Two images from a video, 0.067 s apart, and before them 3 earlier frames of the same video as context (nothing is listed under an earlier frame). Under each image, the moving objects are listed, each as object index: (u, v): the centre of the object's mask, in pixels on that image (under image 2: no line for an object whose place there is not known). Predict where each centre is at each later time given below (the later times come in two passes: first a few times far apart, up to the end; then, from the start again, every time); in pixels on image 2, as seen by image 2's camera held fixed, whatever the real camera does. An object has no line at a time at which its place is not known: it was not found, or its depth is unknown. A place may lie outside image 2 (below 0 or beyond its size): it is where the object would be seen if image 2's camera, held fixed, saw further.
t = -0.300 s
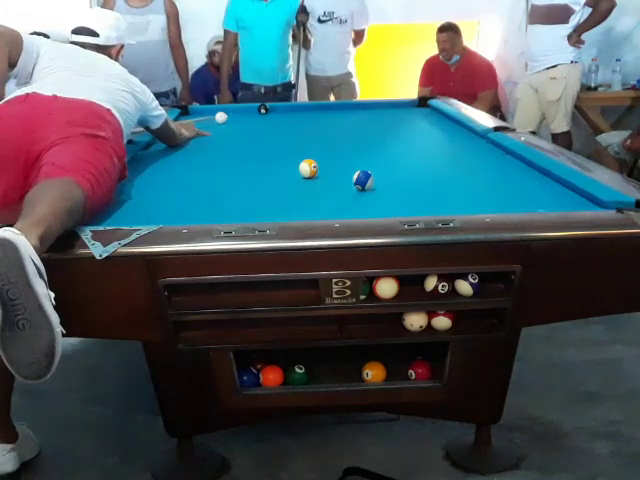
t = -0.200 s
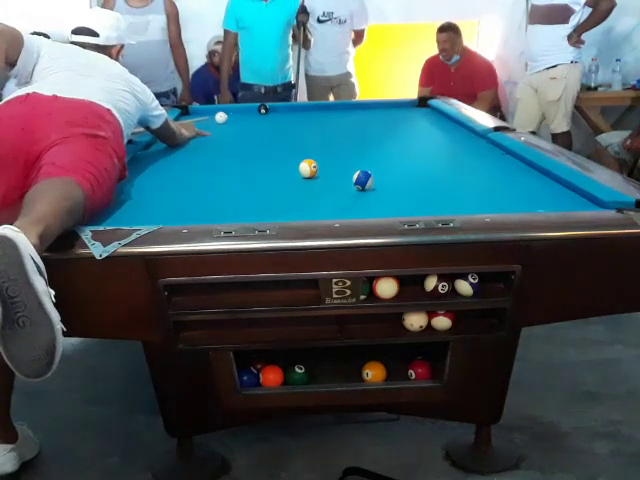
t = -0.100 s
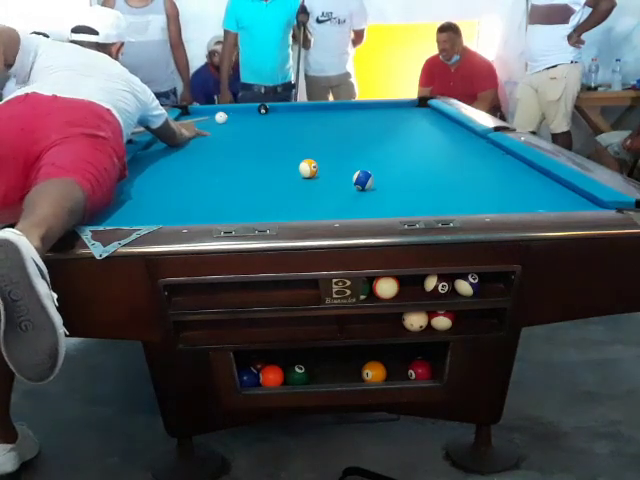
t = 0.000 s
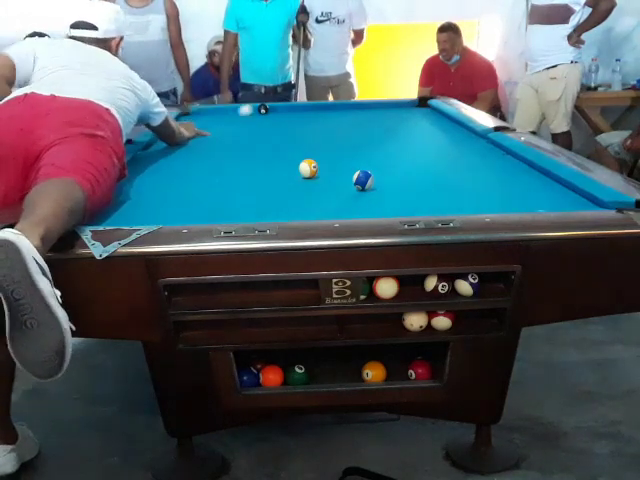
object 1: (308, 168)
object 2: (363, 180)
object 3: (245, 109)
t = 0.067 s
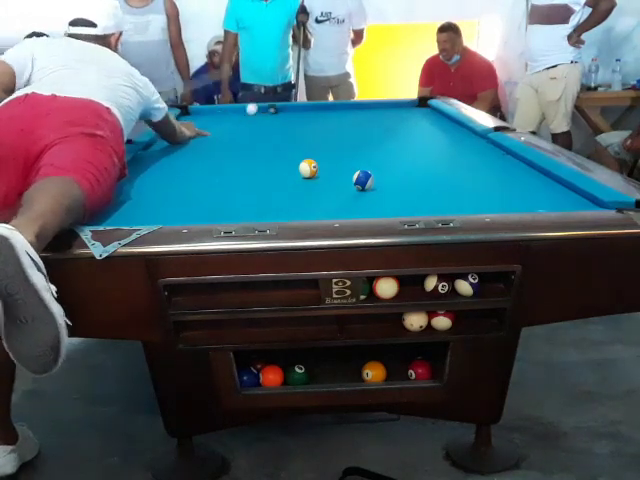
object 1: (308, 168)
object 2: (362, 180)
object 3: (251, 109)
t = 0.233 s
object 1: (308, 168)
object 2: (362, 180)
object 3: (254, 117)
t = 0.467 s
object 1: (308, 168)
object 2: (362, 180)
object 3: (265, 130)
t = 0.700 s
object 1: (308, 168)
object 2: (362, 180)
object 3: (280, 148)
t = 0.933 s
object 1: (328, 172)
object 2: (363, 180)
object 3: (282, 169)
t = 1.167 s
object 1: (367, 176)
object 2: (390, 188)
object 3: (236, 186)
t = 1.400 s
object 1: (391, 176)
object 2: (430, 199)
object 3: (184, 206)
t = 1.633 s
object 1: (413, 177)
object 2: (473, 206)
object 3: (130, 217)
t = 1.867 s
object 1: (434, 177)
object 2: (486, 202)
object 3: (112, 207)
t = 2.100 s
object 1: (453, 178)
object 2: (493, 195)
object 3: (98, 195)
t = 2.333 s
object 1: (470, 178)
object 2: (499, 186)
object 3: (123, 185)
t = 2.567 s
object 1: (483, 178)
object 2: (506, 180)
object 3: (145, 176)
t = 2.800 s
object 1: (484, 177)
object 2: (523, 175)
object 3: (165, 168)
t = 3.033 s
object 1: (484, 177)
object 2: (532, 171)
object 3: (182, 162)
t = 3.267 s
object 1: (484, 177)
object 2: (515, 169)
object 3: (197, 156)
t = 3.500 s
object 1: (483, 177)
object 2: (501, 167)
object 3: (211, 151)
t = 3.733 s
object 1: (483, 177)
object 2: (489, 163)
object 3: (223, 147)
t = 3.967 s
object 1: (484, 177)
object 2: (477, 162)
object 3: (234, 142)
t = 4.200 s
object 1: (483, 177)
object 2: (469, 163)
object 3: (243, 139)
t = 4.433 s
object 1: (484, 177)
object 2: (462, 162)
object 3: (252, 135)
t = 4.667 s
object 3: (260, 133)
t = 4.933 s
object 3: (269, 130)
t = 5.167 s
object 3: (275, 127)
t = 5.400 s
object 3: (281, 125)
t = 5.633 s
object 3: (287, 123)
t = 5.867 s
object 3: (291, 122)
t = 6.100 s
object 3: (295, 120)
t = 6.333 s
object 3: (299, 119)
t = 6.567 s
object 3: (303, 118)
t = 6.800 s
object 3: (306, 117)
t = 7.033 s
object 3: (308, 116)
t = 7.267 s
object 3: (310, 115)
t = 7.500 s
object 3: (311, 114)
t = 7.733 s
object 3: (312, 114)
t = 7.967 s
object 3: (313, 114)
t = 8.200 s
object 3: (314, 113)
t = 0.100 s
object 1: (308, 168)
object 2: (363, 180)
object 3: (251, 110)
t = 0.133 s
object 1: (308, 168)
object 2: (362, 180)
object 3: (251, 112)
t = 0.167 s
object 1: (308, 168)
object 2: (362, 180)
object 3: (252, 114)
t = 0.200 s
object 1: (308, 168)
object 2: (362, 180)
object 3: (253, 116)
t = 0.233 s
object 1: (308, 168)
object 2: (362, 180)
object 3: (254, 117)
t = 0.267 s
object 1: (308, 168)
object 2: (362, 180)
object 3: (255, 119)
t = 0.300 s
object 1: (308, 168)
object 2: (362, 180)
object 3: (257, 120)
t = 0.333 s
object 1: (308, 168)
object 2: (362, 180)
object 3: (258, 122)
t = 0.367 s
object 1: (308, 168)
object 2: (362, 180)
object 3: (260, 124)
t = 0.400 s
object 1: (308, 168)
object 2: (363, 180)
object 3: (262, 126)
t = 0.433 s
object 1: (308, 168)
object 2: (362, 180)
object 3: (264, 128)
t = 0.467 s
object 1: (308, 168)
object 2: (362, 180)
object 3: (265, 130)
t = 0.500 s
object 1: (308, 168)
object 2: (362, 180)
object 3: (267, 133)
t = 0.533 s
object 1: (308, 168)
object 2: (362, 180)
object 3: (269, 135)
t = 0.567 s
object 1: (308, 168)
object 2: (363, 180)
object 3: (271, 137)
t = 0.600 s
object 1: (308, 168)
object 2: (362, 180)
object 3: (273, 140)
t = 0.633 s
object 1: (308, 168)
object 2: (362, 180)
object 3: (275, 142)
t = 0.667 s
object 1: (308, 168)
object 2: (362, 180)
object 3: (278, 145)
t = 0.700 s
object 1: (308, 168)
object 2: (362, 180)
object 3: (280, 148)
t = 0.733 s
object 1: (308, 168)
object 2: (362, 180)
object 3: (283, 151)
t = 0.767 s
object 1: (308, 168)
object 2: (362, 180)
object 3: (286, 154)
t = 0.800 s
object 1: (308, 168)
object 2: (362, 180)
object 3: (288, 158)
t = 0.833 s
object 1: (308, 168)
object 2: (362, 180)
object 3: (291, 161)
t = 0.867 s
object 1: (308, 168)
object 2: (362, 180)
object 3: (293, 164)
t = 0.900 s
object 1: (316, 169)
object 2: (362, 180)
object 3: (289, 167)
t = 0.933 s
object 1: (328, 172)
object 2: (363, 180)
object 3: (282, 169)
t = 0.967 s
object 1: (340, 174)
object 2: (363, 180)
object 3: (275, 171)
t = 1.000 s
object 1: (348, 175)
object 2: (363, 180)
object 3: (268, 173)
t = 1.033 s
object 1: (354, 176)
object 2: (369, 182)
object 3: (262, 176)
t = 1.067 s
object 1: (357, 175)
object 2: (374, 183)
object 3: (256, 178)
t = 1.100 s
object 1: (360, 176)
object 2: (380, 185)
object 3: (250, 181)
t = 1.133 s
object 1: (363, 176)
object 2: (385, 186)
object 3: (243, 183)
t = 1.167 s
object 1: (367, 176)
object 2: (390, 188)
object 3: (236, 186)
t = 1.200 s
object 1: (371, 176)
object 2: (397, 190)
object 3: (229, 189)
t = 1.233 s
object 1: (375, 176)
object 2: (402, 191)
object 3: (222, 191)
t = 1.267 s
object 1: (378, 176)
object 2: (408, 192)
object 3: (215, 194)
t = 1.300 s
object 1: (381, 176)
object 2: (414, 196)
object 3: (207, 197)
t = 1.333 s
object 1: (385, 176)
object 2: (419, 196)
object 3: (199, 200)
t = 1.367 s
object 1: (388, 176)
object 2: (424, 197)
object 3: (192, 203)
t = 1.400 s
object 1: (391, 176)
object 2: (430, 199)
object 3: (184, 206)
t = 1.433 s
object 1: (394, 176)
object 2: (437, 201)
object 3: (175, 209)
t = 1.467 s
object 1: (398, 176)
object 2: (443, 202)
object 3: (166, 212)
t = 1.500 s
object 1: (401, 176)
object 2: (449, 202)
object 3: (157, 214)
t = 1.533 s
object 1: (404, 177)
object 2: (456, 204)
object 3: (148, 216)
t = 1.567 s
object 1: (407, 177)
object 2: (461, 205)
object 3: (139, 218)
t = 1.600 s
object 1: (410, 177)
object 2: (467, 205)
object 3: (132, 218)
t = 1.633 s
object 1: (413, 177)
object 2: (473, 206)
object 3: (130, 217)
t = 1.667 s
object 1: (416, 177)
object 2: (480, 207)
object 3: (127, 216)
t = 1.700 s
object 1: (419, 177)
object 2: (481, 206)
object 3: (124, 215)
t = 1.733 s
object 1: (422, 177)
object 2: (483, 205)
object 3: (122, 214)
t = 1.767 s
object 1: (425, 177)
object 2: (483, 204)
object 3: (119, 212)
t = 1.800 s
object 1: (428, 177)
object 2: (485, 204)
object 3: (117, 211)
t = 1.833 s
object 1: (431, 177)
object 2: (486, 203)
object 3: (115, 209)
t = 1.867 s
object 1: (434, 177)
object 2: (486, 202)
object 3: (112, 207)
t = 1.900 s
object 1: (437, 177)
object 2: (487, 201)
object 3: (110, 205)
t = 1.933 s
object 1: (439, 177)
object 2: (489, 200)
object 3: (108, 203)
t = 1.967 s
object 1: (442, 177)
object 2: (490, 199)
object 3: (105, 201)
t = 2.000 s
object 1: (445, 177)
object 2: (490, 198)
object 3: (103, 199)
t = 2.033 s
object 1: (447, 177)
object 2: (492, 196)
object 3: (102, 198)
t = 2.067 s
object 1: (450, 178)
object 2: (492, 195)
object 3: (100, 196)
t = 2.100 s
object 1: (453, 178)
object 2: (493, 195)
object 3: (98, 195)
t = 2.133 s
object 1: (455, 177)
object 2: (494, 193)
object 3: (101, 193)
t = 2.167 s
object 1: (458, 178)
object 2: (495, 192)
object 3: (105, 192)
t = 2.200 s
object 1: (460, 178)
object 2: (496, 191)
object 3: (109, 190)
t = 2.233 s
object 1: (463, 178)
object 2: (497, 189)
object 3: (113, 189)
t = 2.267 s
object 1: (465, 178)
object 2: (498, 188)
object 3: (116, 187)
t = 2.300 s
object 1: (467, 178)
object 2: (498, 187)
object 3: (120, 186)
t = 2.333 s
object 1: (470, 178)
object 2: (499, 186)
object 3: (123, 185)
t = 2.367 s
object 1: (472, 178)
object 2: (500, 185)
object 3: (127, 183)
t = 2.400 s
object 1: (475, 178)
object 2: (501, 183)
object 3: (130, 182)
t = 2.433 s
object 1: (477, 178)
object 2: (501, 182)
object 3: (133, 181)
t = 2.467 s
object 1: (479, 178)
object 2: (502, 181)
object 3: (136, 179)
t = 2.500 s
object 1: (481, 178)
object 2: (503, 181)
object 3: (139, 178)
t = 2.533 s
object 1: (482, 178)
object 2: (504, 180)
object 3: (142, 177)
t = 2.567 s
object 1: (483, 178)
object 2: (506, 180)
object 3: (145, 176)
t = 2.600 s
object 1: (483, 178)
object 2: (509, 178)
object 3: (149, 175)
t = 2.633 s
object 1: (483, 178)
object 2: (512, 177)
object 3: (152, 174)
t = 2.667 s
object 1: (483, 178)
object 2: (514, 177)
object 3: (154, 172)
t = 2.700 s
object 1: (483, 178)
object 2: (517, 176)
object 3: (157, 171)
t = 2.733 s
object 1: (484, 177)
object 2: (519, 175)
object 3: (160, 170)
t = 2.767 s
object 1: (484, 177)
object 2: (521, 175)
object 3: (162, 169)
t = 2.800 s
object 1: (484, 177)
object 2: (523, 175)
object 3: (165, 168)
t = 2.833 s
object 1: (484, 177)
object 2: (526, 173)
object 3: (168, 167)
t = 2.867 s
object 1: (484, 177)
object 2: (528, 173)
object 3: (170, 167)
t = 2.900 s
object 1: (484, 177)
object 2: (530, 172)
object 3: (173, 166)
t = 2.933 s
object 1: (484, 177)
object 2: (533, 171)
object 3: (175, 165)
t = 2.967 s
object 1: (484, 177)
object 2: (535, 171)
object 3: (177, 164)
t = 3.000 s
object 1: (484, 177)
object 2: (534, 171)
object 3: (180, 163)
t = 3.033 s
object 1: (484, 177)
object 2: (532, 171)
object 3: (182, 162)
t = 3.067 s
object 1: (484, 177)
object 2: (530, 170)
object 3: (184, 161)
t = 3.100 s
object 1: (484, 177)
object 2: (528, 169)
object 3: (187, 160)
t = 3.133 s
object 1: (484, 177)
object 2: (526, 170)
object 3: (189, 159)
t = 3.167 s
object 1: (484, 177)
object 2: (523, 169)
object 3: (191, 158)
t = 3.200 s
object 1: (484, 177)
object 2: (520, 169)
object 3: (193, 158)
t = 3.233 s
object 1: (484, 177)
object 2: (518, 169)
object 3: (195, 157)
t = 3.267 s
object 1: (484, 177)
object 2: (515, 169)
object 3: (197, 156)
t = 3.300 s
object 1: (484, 177)
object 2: (513, 169)
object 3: (199, 155)
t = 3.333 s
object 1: (484, 177)
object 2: (511, 168)
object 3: (201, 155)
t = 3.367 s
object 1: (484, 177)
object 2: (509, 167)
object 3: (203, 154)
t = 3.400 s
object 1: (484, 177)
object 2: (507, 167)
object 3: (205, 153)
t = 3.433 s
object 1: (484, 177)
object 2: (505, 167)
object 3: (207, 152)
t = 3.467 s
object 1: (483, 177)
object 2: (502, 167)
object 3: (209, 152)
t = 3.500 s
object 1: (483, 177)
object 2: (501, 167)
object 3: (211, 151)
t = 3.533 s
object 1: (483, 177)
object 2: (499, 167)
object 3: (212, 150)
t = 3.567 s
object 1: (483, 177)
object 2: (498, 166)
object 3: (214, 150)
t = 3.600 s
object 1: (483, 177)
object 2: (496, 166)
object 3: (216, 149)
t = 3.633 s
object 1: (483, 177)
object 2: (495, 165)
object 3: (218, 148)
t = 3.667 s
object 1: (483, 177)
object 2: (492, 165)
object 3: (219, 148)
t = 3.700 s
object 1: (483, 177)
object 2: (491, 164)
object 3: (221, 147)
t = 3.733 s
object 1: (483, 177)
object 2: (489, 163)
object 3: (223, 147)
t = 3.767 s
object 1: (483, 177)
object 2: (488, 163)
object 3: (224, 146)
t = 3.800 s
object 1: (483, 177)
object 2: (485, 162)
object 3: (226, 145)
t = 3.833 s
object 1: (483, 177)
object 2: (483, 162)
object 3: (227, 145)
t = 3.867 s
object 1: (483, 177)
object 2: (481, 162)
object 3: (229, 144)
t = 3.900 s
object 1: (483, 177)
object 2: (480, 162)
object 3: (230, 144)
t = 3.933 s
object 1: (484, 177)
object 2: (478, 162)
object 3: (232, 143)
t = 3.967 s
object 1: (484, 177)
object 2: (477, 162)
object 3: (234, 142)
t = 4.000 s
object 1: (483, 177)
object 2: (475, 162)
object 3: (235, 142)
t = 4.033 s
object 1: (483, 177)
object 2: (474, 163)
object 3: (236, 142)
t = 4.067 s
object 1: (484, 177)
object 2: (473, 163)
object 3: (238, 141)
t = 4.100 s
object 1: (483, 177)
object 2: (472, 163)
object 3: (239, 140)
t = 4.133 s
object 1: (483, 177)
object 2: (470, 163)
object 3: (241, 140)
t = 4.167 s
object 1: (483, 177)
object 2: (470, 163)
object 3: (242, 139)
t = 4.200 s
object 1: (483, 177)
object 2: (469, 163)
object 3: (243, 139)
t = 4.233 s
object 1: (483, 177)
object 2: (467, 163)
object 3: (245, 138)
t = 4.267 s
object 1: (483, 177)
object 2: (467, 163)
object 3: (246, 138)
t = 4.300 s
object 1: (483, 177)
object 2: (465, 163)
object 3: (247, 138)
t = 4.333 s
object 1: (483, 177)
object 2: (464, 163)
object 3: (248, 137)
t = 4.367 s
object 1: (483, 177)
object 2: (463, 162)
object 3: (250, 137)
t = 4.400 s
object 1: (483, 177)
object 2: (462, 163)
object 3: (251, 136)
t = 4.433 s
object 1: (484, 177)
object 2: (462, 162)
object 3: (252, 135)
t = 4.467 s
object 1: (483, 177)
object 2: (460, 162)
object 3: (253, 135)
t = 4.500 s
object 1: (483, 177)
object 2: (460, 162)
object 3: (255, 135)
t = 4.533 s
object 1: (483, 177)
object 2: (459, 162)
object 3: (256, 134)
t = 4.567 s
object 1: (483, 177)
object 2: (458, 162)
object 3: (257, 134)
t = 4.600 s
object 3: (258, 134)
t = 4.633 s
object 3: (259, 133)
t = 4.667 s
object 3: (260, 133)
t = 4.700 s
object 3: (261, 132)
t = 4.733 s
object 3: (262, 132)
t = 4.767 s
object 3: (264, 131)
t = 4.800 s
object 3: (264, 131)
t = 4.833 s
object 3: (266, 131)
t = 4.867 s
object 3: (267, 130)
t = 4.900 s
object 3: (268, 130)
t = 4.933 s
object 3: (269, 130)
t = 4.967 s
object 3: (270, 129)
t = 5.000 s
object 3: (271, 129)
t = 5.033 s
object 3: (272, 129)
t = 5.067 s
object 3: (272, 128)
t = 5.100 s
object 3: (274, 128)
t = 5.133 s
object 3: (274, 128)
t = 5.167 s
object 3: (275, 127)
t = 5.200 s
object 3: (276, 127)
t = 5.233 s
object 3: (277, 126)
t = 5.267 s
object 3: (278, 126)
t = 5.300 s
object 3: (279, 126)
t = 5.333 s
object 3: (280, 126)
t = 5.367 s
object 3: (280, 125)
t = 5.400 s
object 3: (281, 125)
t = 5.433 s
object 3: (282, 125)
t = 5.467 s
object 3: (283, 125)
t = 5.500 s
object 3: (284, 124)
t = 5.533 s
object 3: (284, 124)
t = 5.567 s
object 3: (285, 124)
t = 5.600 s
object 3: (286, 123)
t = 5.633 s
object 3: (287, 123)
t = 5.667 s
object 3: (287, 123)
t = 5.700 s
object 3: (288, 123)
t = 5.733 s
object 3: (289, 123)
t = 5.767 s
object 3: (289, 122)
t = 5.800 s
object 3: (290, 122)
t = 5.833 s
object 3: (290, 122)
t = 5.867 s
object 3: (291, 122)
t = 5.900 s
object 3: (292, 122)
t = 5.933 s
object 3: (293, 121)
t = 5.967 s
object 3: (293, 121)
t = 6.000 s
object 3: (294, 121)
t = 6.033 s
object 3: (294, 121)
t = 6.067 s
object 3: (295, 120)
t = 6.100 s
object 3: (295, 120)
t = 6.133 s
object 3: (296, 120)
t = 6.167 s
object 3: (296, 120)
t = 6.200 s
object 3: (297, 120)
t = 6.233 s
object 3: (297, 119)
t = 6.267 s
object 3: (298, 119)
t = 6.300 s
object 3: (299, 119)
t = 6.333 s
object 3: (299, 119)
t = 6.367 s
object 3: (300, 119)
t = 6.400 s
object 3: (300, 118)
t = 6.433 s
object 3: (301, 118)
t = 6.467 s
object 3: (301, 118)
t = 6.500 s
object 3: (302, 118)
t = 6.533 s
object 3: (302, 118)
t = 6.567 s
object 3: (303, 118)
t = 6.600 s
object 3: (303, 118)
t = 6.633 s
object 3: (304, 118)
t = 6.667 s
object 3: (304, 117)
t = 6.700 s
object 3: (304, 117)
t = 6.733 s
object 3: (305, 117)
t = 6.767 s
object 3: (305, 117)
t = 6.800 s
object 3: (306, 117)
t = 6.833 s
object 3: (306, 117)
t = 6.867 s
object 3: (306, 116)
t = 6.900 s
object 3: (307, 116)
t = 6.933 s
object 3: (307, 116)
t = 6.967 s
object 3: (307, 116)
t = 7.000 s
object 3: (307, 116)
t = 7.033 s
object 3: (308, 116)
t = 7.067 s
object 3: (308, 115)
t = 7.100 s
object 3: (309, 116)
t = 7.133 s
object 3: (309, 115)
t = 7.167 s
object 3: (309, 115)
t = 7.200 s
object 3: (309, 115)
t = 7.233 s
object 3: (309, 115)
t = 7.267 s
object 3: (310, 115)
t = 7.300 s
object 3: (310, 115)
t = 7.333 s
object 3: (310, 115)
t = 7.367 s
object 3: (310, 115)
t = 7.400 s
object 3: (311, 115)
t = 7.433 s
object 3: (311, 114)
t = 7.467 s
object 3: (311, 114)
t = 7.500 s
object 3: (311, 114)
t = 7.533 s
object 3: (311, 114)
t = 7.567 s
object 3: (312, 114)
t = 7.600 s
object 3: (312, 114)
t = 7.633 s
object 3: (312, 114)
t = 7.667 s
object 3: (312, 114)
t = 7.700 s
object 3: (312, 114)
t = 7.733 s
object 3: (312, 114)
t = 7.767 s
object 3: (312, 114)
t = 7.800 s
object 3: (312, 114)
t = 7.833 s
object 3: (312, 114)
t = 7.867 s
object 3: (313, 114)
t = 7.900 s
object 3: (313, 114)
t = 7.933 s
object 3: (313, 113)
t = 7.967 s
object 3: (313, 114)
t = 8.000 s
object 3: (313, 113)
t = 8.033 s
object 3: (313, 113)
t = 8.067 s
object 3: (313, 113)
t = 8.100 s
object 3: (314, 113)
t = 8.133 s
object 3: (314, 113)
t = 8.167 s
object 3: (314, 113)
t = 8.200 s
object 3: (314, 113)
